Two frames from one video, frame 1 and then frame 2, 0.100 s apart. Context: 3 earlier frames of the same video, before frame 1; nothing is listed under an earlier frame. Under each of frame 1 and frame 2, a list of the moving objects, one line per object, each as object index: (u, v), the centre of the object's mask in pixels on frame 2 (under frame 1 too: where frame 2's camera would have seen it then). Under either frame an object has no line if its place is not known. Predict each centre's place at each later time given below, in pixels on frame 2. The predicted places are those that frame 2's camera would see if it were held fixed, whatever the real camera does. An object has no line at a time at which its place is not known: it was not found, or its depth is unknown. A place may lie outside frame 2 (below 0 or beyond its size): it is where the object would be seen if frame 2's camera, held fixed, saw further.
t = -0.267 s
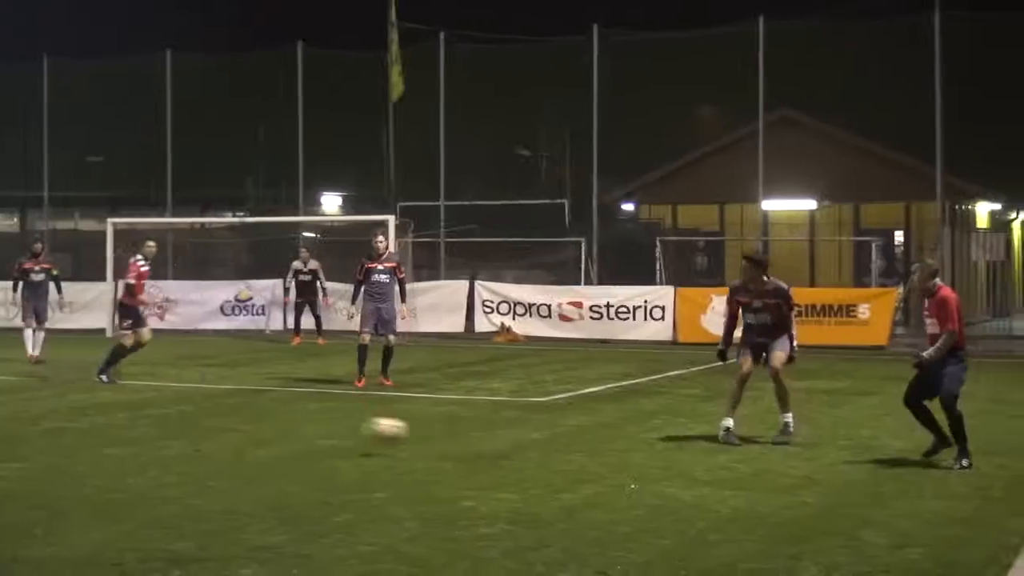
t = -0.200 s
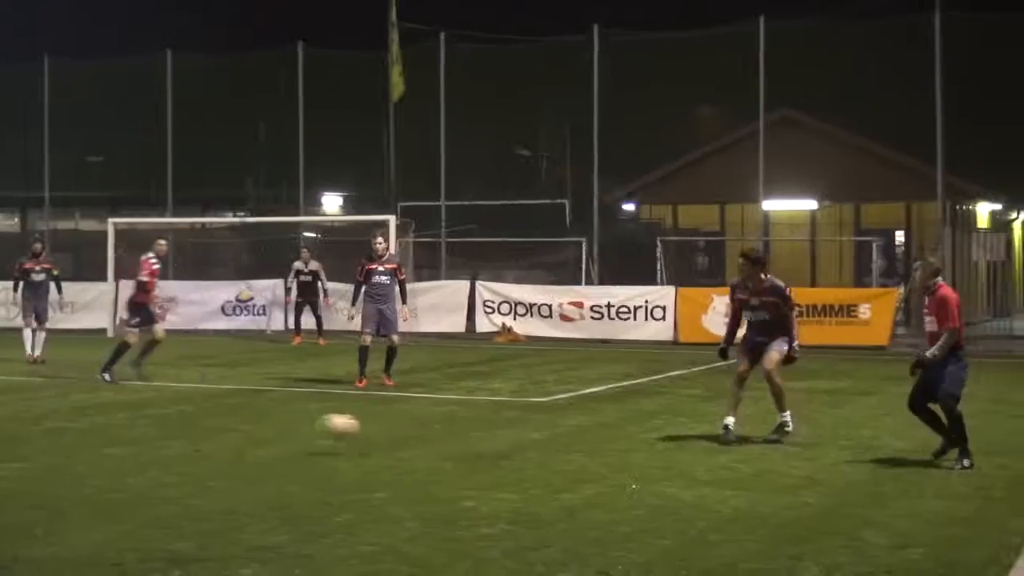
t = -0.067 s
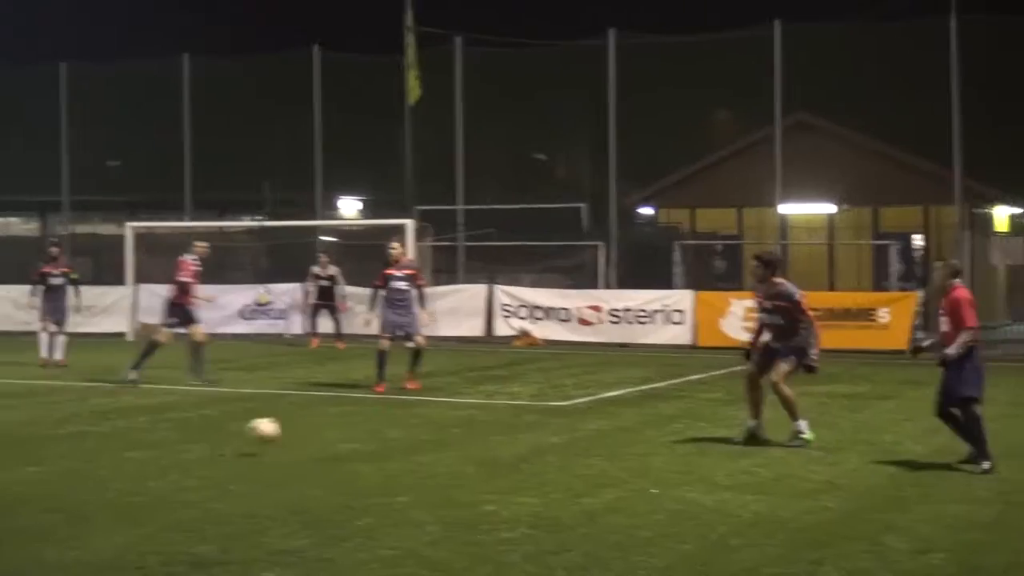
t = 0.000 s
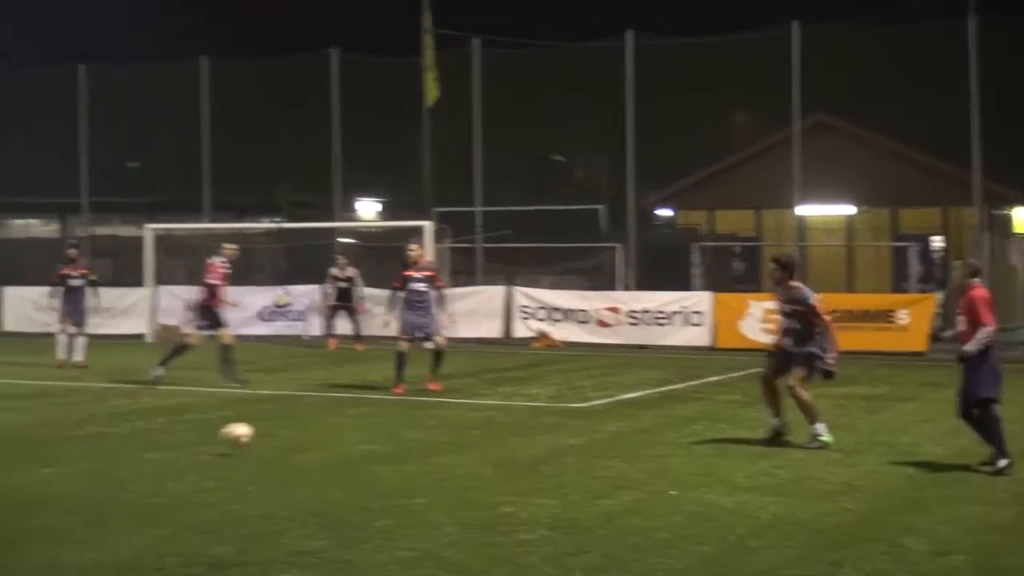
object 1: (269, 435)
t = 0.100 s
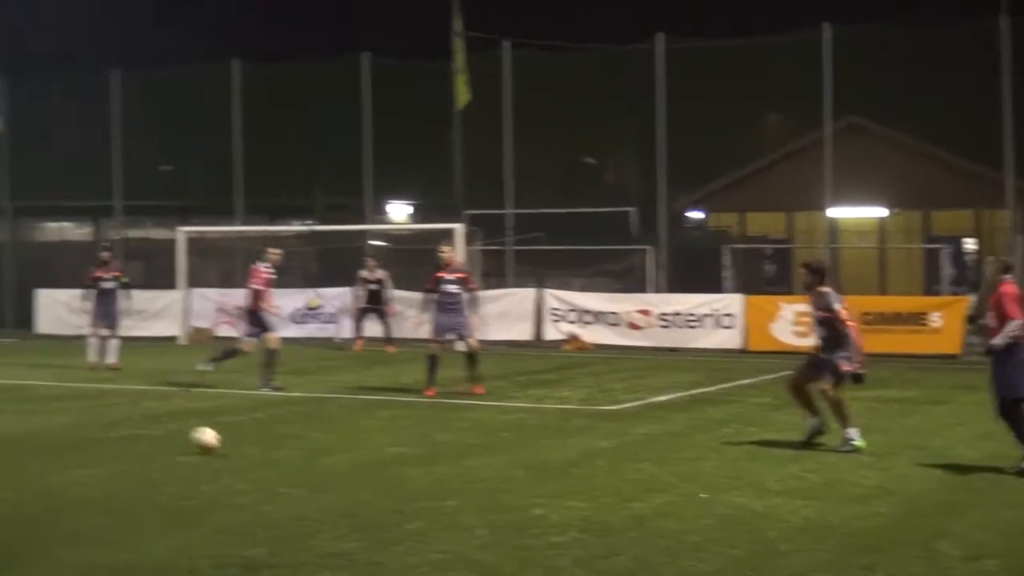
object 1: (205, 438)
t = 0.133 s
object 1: (184, 434)
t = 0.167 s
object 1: (166, 430)
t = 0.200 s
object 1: (148, 426)
